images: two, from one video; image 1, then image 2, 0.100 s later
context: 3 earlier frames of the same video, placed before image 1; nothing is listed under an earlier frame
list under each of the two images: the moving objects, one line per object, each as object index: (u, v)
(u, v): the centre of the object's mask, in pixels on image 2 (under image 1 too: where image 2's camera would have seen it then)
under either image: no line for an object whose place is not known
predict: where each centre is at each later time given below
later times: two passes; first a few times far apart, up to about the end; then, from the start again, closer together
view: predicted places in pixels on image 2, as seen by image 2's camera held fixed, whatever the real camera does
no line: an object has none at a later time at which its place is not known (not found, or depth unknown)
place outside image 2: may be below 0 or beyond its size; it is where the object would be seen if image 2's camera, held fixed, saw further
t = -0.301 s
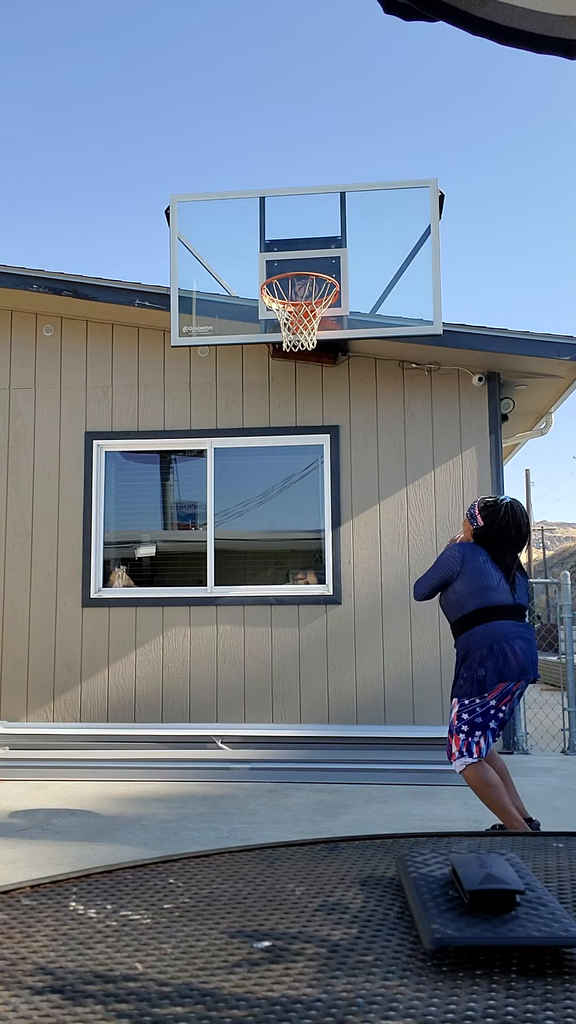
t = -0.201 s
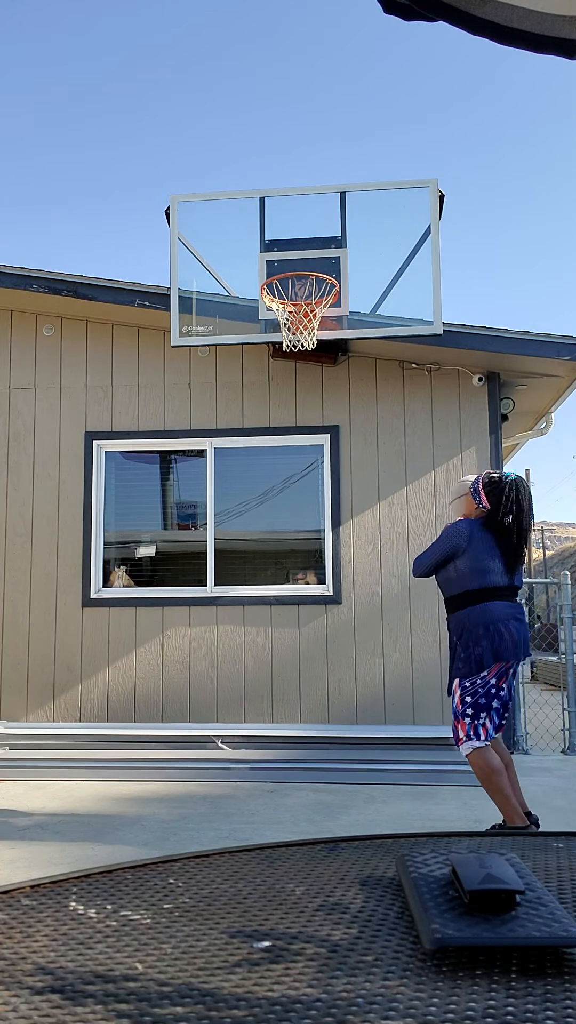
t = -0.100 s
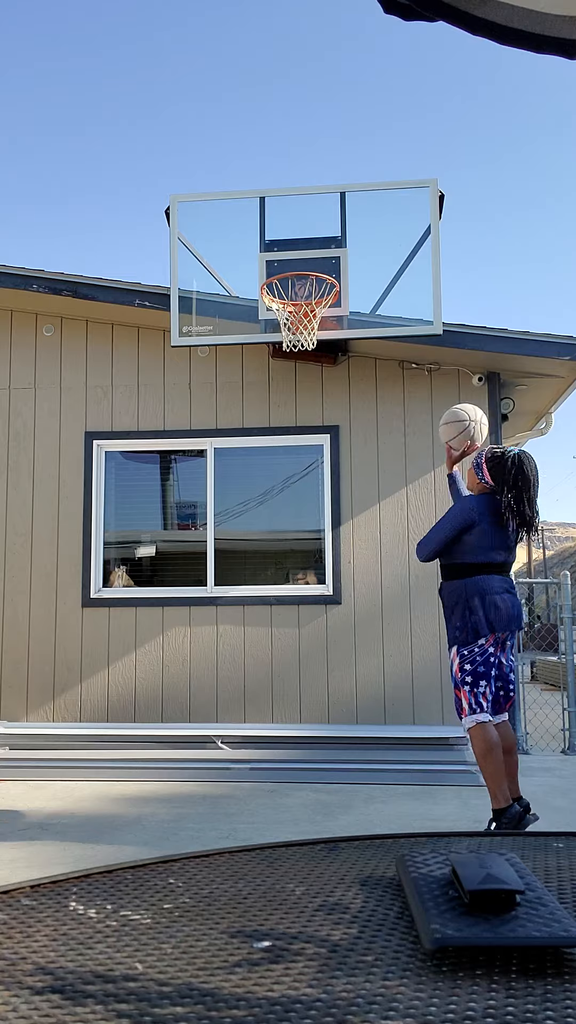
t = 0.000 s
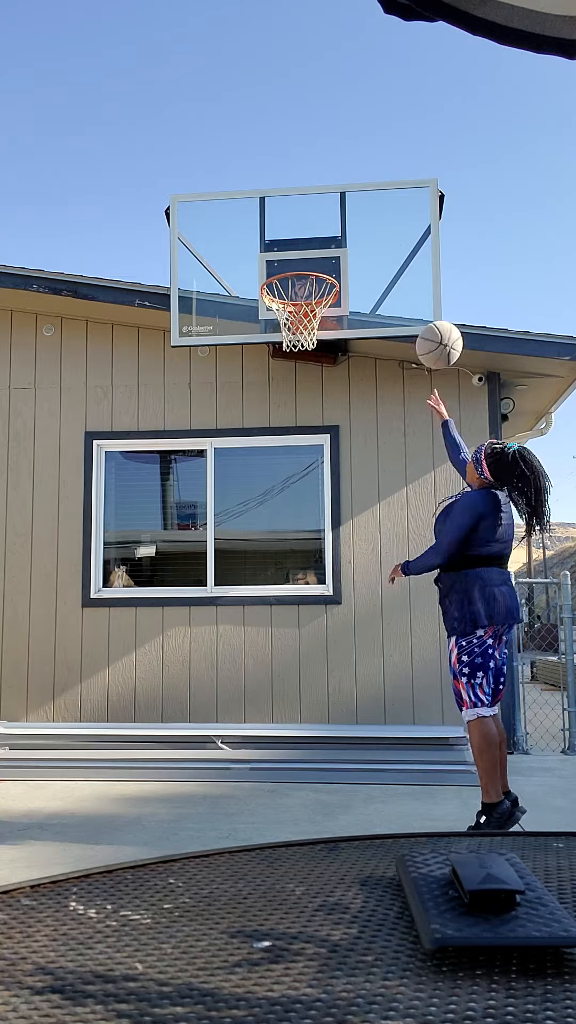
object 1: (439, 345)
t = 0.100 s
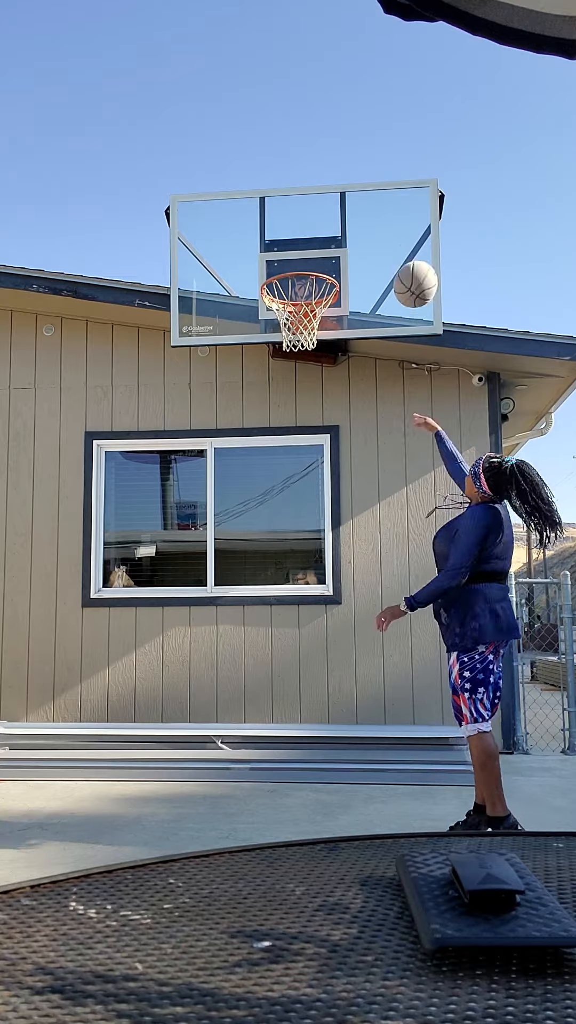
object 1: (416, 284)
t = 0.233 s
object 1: (387, 237)
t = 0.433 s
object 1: (350, 225)
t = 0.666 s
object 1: (318, 258)
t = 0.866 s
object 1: (299, 298)
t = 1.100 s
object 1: (290, 365)
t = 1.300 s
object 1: (286, 461)
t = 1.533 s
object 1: (283, 653)
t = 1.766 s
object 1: (274, 727)
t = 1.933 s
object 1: (266, 760)
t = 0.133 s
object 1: (408, 269)
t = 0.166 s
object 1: (401, 256)
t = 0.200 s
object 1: (394, 245)
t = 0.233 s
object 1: (387, 237)
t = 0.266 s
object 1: (380, 230)
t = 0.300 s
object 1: (374, 225)
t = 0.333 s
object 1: (368, 223)
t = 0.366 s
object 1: (362, 222)
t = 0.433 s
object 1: (350, 225)
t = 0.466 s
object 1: (344, 229)
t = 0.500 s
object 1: (339, 234)
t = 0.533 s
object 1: (334, 242)
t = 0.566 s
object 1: (328, 251)
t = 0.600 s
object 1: (324, 258)
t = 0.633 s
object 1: (321, 257)
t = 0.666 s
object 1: (318, 258)
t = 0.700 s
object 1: (315, 259)
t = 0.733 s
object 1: (311, 263)
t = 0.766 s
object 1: (308, 273)
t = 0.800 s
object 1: (305, 280)
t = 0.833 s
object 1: (302, 288)
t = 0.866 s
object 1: (299, 298)
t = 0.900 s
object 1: (298, 307)
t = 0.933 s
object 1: (295, 323)
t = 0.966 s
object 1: (293, 332)
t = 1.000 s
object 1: (291, 339)
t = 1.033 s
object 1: (291, 346)
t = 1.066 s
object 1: (290, 354)
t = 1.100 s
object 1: (290, 365)
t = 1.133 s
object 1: (289, 377)
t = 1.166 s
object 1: (288, 390)
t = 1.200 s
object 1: (288, 405)
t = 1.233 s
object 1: (287, 422)
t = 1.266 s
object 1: (287, 441)
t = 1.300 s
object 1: (286, 461)
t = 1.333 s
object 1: (285, 483)
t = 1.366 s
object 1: (285, 507)
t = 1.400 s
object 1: (284, 533)
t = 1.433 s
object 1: (283, 560)
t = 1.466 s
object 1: (283, 589)
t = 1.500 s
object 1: (283, 620)
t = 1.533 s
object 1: (283, 653)
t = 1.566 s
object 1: (281, 688)
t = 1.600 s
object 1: (280, 726)
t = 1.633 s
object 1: (279, 738)
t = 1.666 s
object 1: (278, 732)
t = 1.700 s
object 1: (277, 729)
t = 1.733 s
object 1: (275, 727)
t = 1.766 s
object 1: (274, 727)
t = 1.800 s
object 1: (273, 728)
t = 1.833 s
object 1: (271, 732)
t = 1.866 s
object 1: (269, 739)
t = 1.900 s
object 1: (268, 748)
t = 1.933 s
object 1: (266, 760)
